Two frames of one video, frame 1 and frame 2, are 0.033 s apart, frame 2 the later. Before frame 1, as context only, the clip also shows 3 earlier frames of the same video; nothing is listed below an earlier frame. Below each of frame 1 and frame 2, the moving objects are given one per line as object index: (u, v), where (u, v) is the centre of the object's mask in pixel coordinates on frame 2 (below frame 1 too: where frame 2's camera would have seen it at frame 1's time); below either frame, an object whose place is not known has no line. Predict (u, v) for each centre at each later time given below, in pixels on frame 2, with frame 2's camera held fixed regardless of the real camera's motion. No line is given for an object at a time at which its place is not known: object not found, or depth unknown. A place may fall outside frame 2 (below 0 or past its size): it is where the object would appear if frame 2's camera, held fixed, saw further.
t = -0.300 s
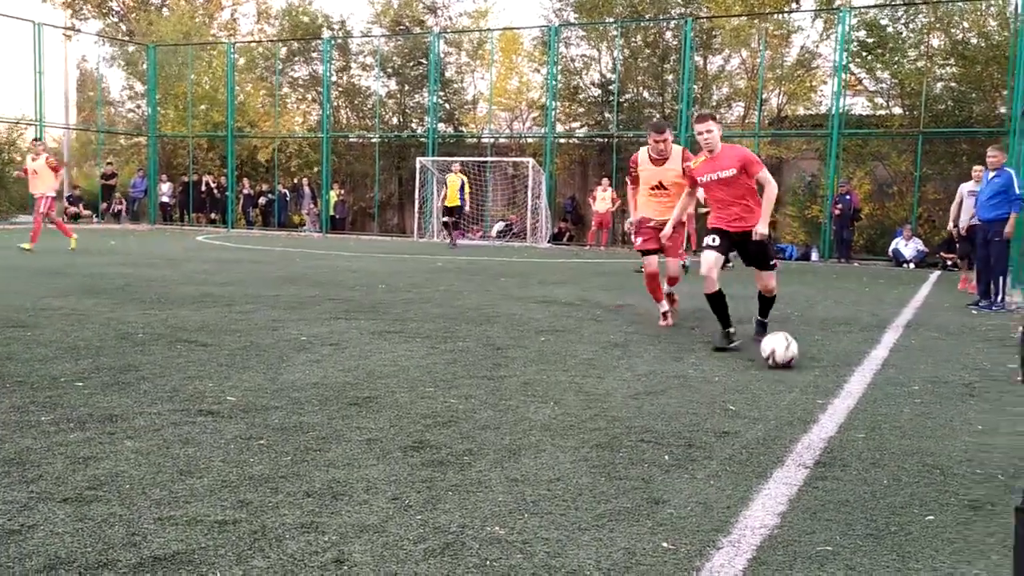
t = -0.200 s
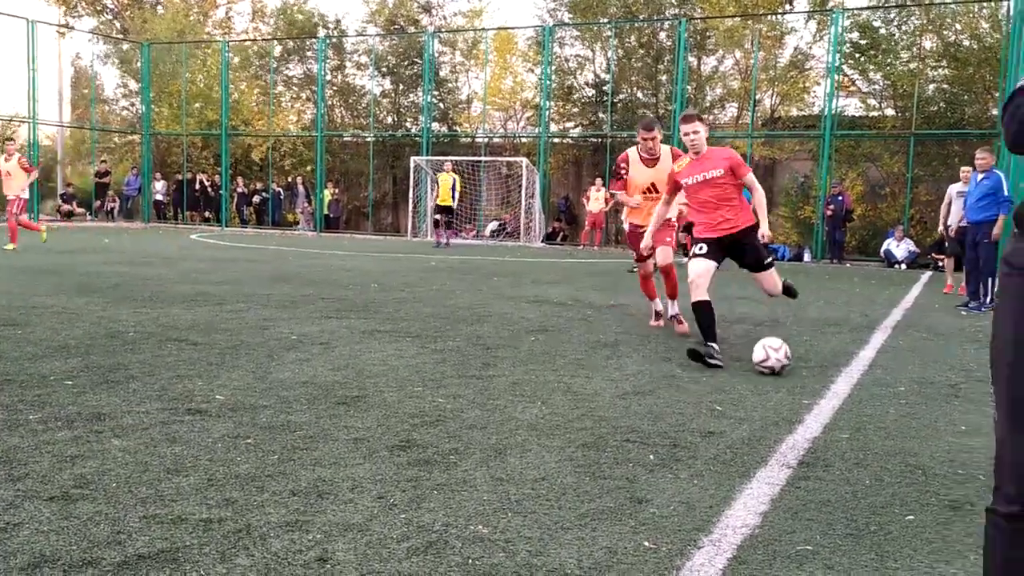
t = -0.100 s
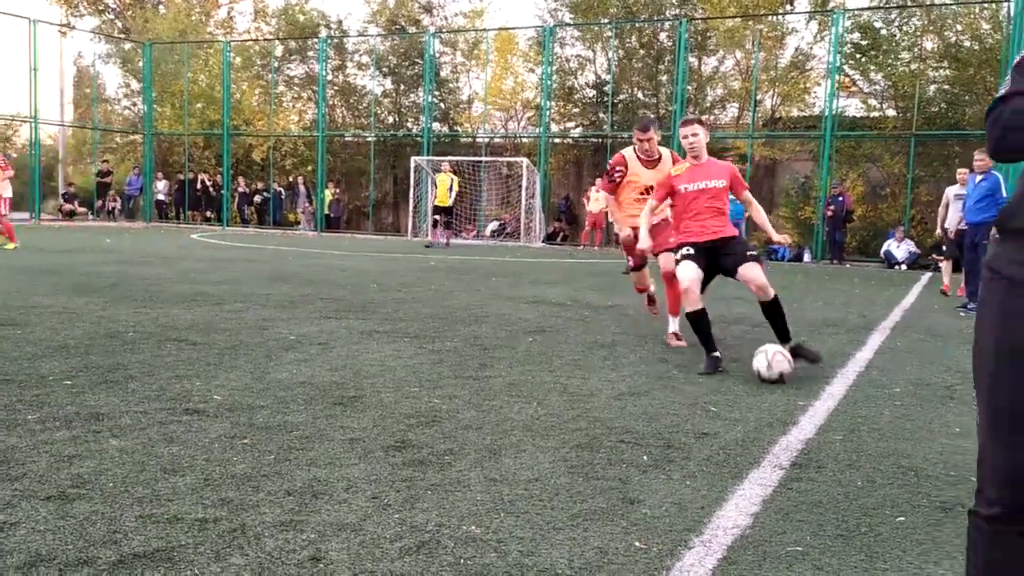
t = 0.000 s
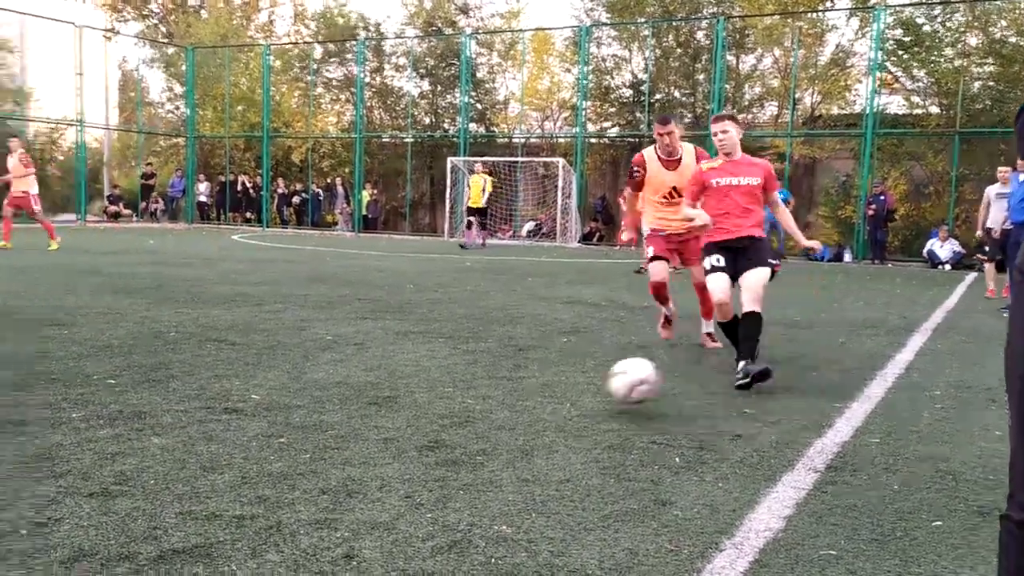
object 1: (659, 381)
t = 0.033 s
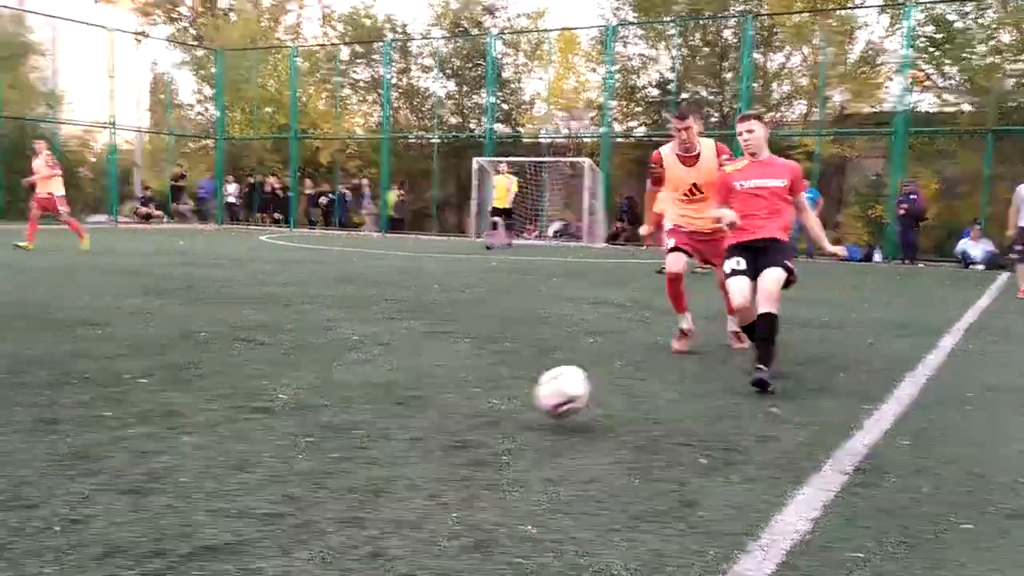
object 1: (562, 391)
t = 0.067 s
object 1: (447, 407)
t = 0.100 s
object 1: (309, 434)
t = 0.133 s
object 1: (161, 440)
